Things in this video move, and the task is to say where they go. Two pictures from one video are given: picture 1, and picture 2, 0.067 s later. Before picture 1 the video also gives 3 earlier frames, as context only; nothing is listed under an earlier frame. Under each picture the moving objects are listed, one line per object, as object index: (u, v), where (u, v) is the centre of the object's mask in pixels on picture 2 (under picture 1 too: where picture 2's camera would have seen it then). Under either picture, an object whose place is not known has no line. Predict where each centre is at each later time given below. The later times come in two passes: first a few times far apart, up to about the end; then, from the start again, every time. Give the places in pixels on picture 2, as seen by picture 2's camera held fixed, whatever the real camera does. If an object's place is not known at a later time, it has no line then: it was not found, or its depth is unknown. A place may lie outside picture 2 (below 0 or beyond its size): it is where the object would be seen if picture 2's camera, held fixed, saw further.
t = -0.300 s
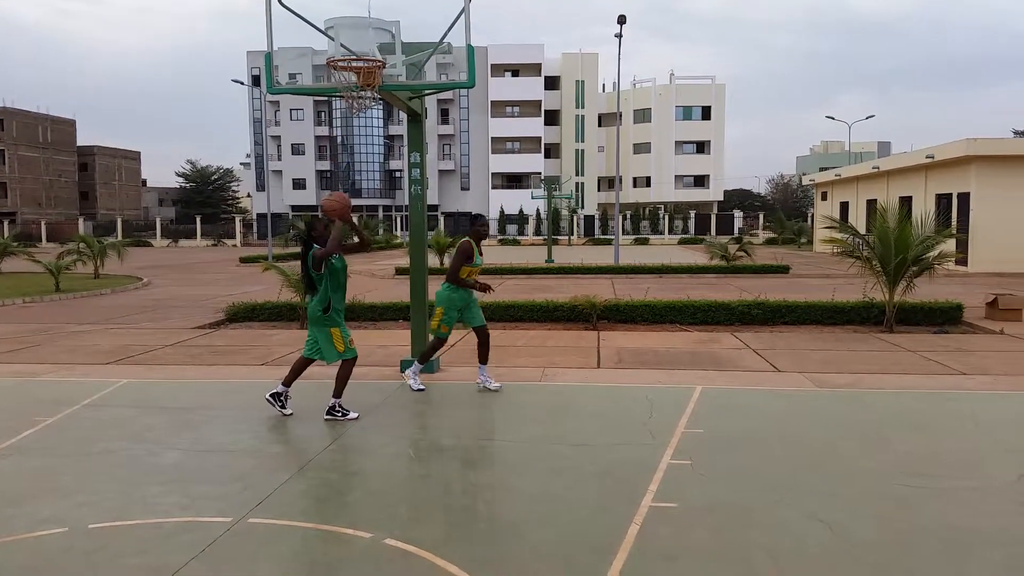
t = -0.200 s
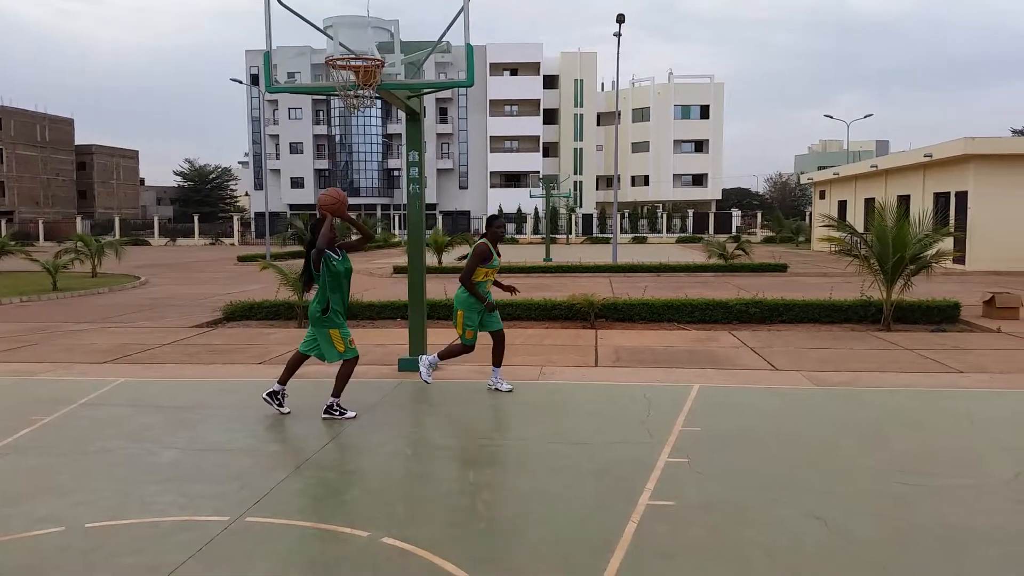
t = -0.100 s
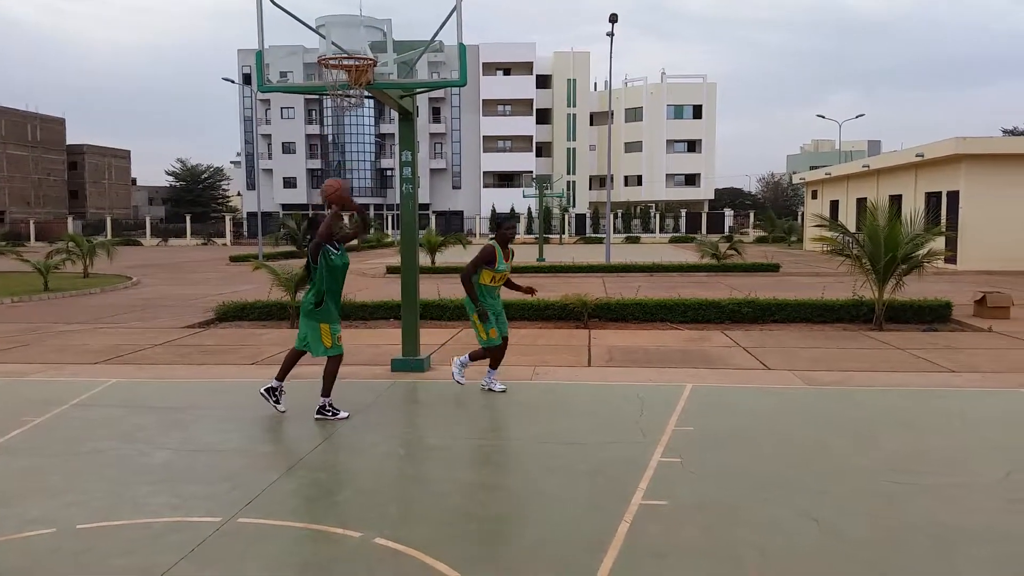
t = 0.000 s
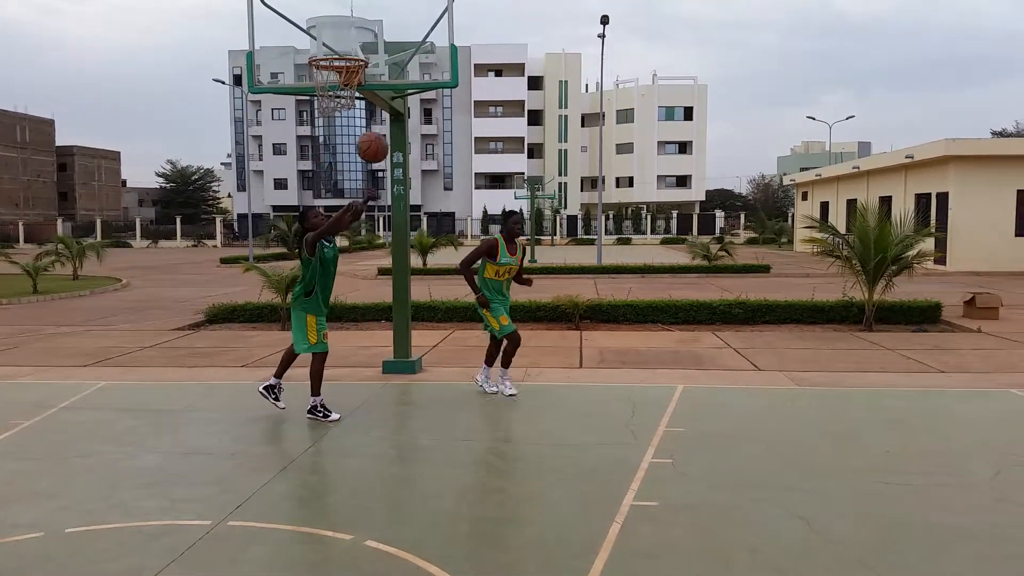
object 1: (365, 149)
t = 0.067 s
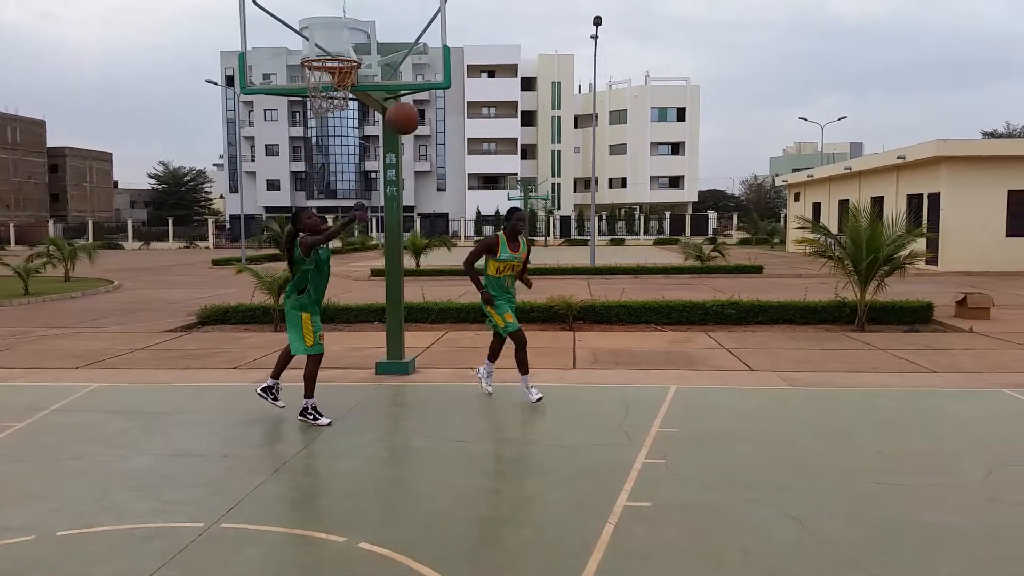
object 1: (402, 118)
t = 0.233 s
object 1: (515, 57)
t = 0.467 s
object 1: (737, 23)
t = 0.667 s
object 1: (1030, 86)
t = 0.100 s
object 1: (422, 104)
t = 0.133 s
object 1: (444, 91)
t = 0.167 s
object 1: (466, 78)
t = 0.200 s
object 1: (489, 67)
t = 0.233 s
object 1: (515, 57)
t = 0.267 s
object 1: (542, 47)
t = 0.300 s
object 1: (570, 40)
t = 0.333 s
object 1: (599, 33)
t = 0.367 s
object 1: (631, 27)
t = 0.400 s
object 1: (664, 24)
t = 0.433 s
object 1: (700, 23)
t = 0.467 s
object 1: (737, 23)
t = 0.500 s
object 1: (778, 26)
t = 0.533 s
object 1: (821, 31)
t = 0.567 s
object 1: (868, 40)
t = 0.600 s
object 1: (919, 51)
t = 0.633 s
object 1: (972, 66)
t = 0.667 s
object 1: (1030, 86)
